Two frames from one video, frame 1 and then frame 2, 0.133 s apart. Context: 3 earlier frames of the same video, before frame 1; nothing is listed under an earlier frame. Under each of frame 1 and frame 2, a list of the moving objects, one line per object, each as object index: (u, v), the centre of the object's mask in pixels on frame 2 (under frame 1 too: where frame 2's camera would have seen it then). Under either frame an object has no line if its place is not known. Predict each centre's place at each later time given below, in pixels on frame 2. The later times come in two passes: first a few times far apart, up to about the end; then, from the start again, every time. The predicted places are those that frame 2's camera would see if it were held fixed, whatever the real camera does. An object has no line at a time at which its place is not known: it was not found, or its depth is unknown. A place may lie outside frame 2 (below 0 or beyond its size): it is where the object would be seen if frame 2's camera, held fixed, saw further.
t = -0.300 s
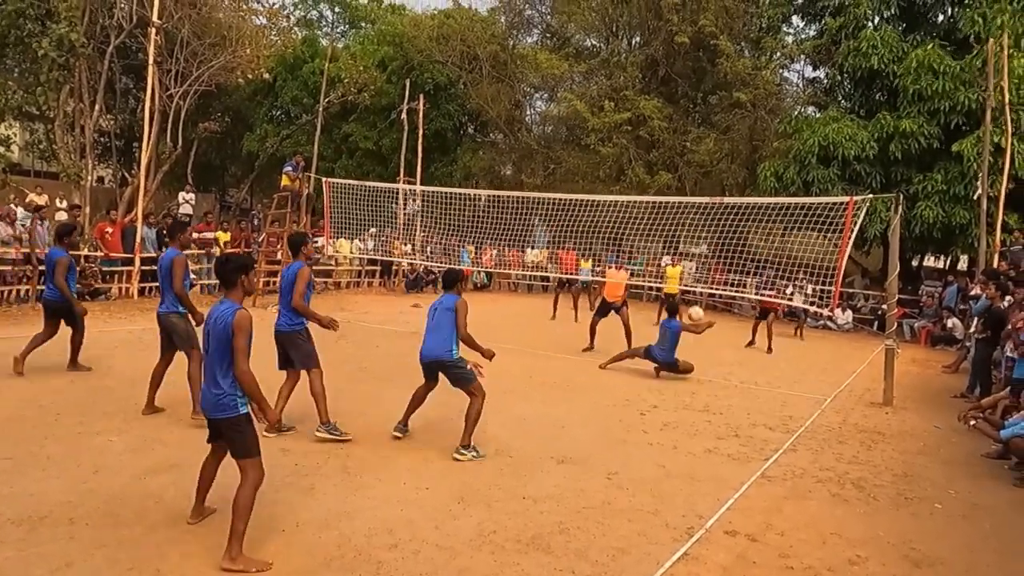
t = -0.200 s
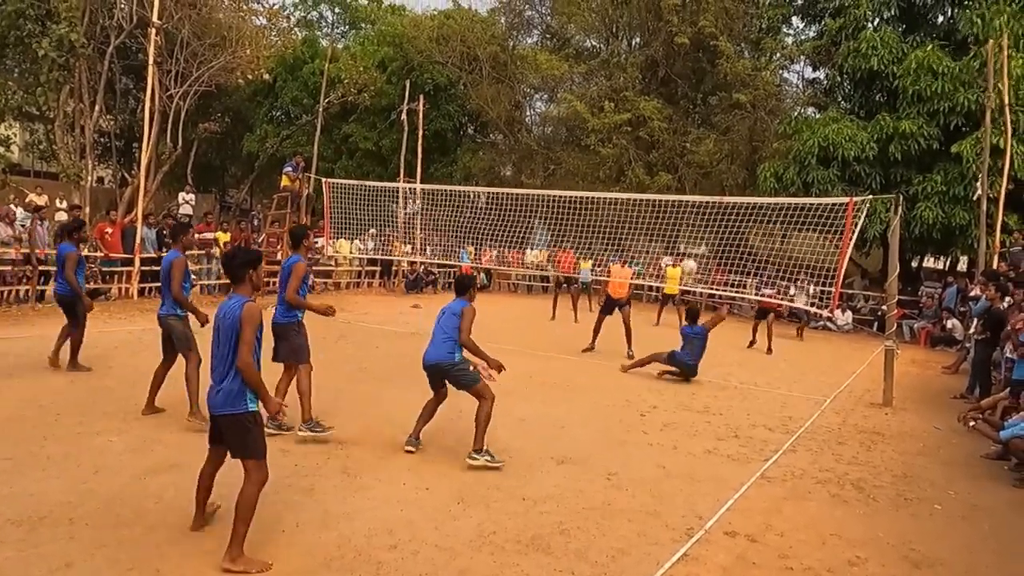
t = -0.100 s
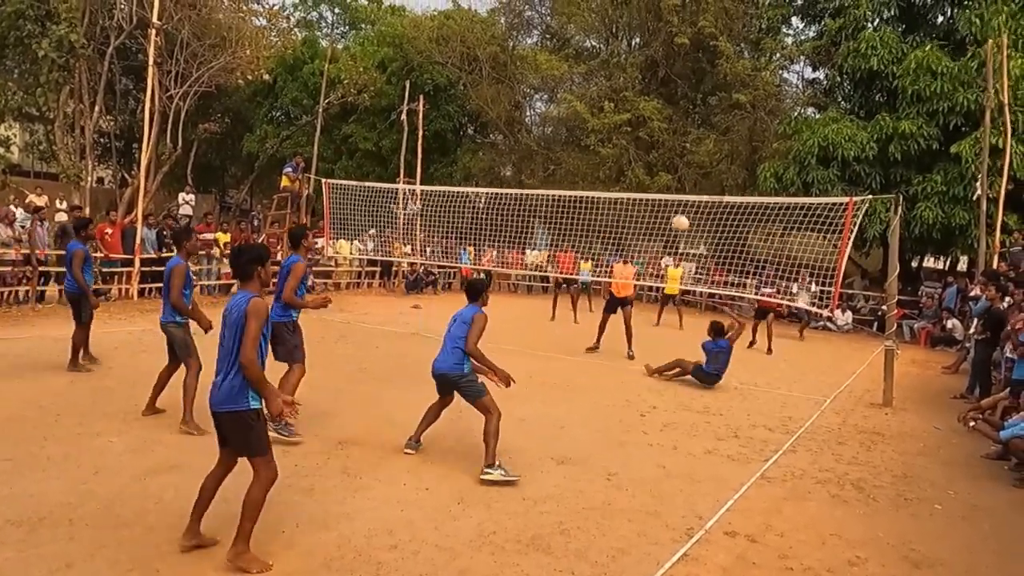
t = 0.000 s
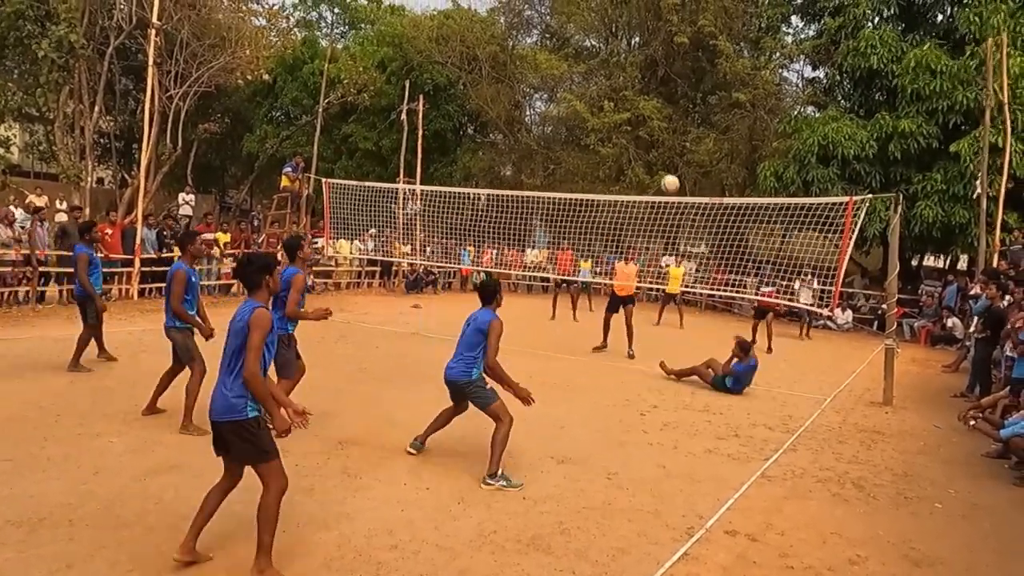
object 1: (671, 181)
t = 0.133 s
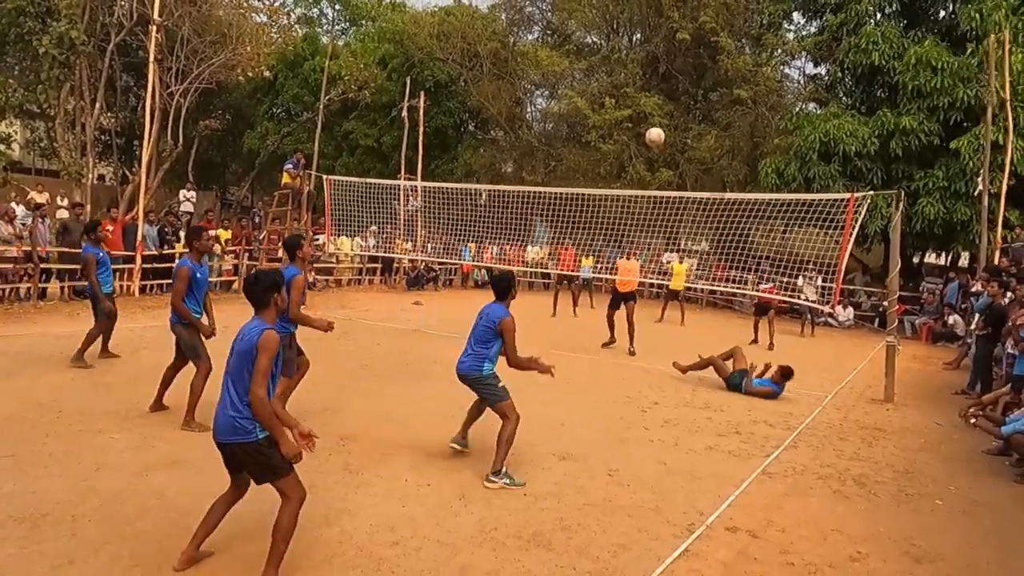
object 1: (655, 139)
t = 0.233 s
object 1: (641, 112)
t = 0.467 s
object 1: (598, 82)
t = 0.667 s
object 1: (552, 102)
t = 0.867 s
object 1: (492, 176)
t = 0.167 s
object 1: (650, 128)
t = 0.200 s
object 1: (646, 119)
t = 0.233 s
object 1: (641, 112)
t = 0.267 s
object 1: (635, 104)
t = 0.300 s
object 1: (629, 98)
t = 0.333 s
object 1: (624, 94)
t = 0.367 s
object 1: (618, 88)
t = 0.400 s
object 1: (612, 85)
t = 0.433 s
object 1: (605, 83)
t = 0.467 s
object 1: (598, 82)
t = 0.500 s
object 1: (591, 82)
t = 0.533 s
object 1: (584, 83)
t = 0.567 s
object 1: (576, 85)
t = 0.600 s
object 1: (568, 90)
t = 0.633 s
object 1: (560, 94)
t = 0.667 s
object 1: (552, 102)
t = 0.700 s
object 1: (543, 109)
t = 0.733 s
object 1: (533, 119)
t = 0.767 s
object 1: (523, 132)
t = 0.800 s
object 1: (513, 144)
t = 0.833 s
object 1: (503, 160)
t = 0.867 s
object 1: (492, 176)
